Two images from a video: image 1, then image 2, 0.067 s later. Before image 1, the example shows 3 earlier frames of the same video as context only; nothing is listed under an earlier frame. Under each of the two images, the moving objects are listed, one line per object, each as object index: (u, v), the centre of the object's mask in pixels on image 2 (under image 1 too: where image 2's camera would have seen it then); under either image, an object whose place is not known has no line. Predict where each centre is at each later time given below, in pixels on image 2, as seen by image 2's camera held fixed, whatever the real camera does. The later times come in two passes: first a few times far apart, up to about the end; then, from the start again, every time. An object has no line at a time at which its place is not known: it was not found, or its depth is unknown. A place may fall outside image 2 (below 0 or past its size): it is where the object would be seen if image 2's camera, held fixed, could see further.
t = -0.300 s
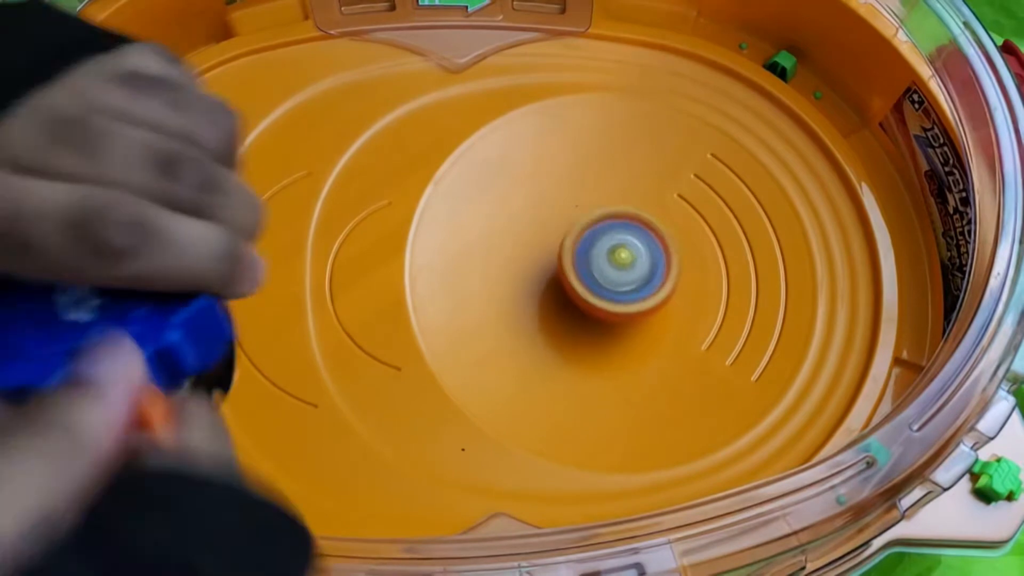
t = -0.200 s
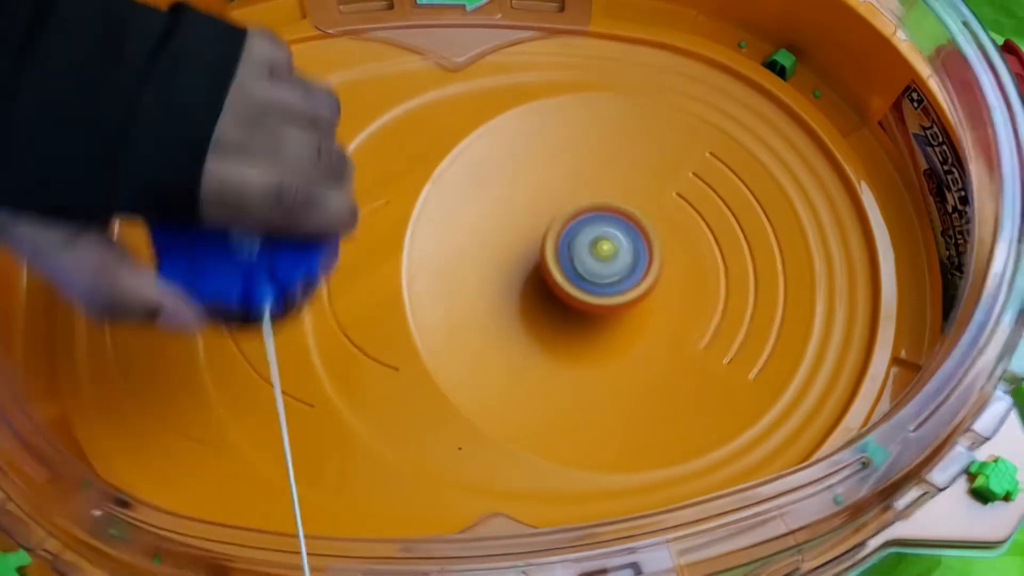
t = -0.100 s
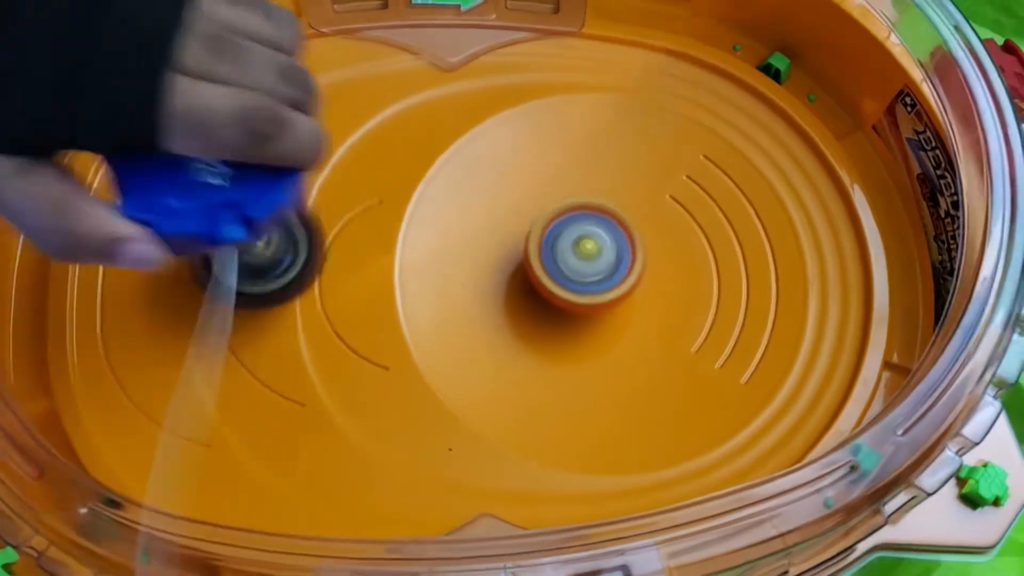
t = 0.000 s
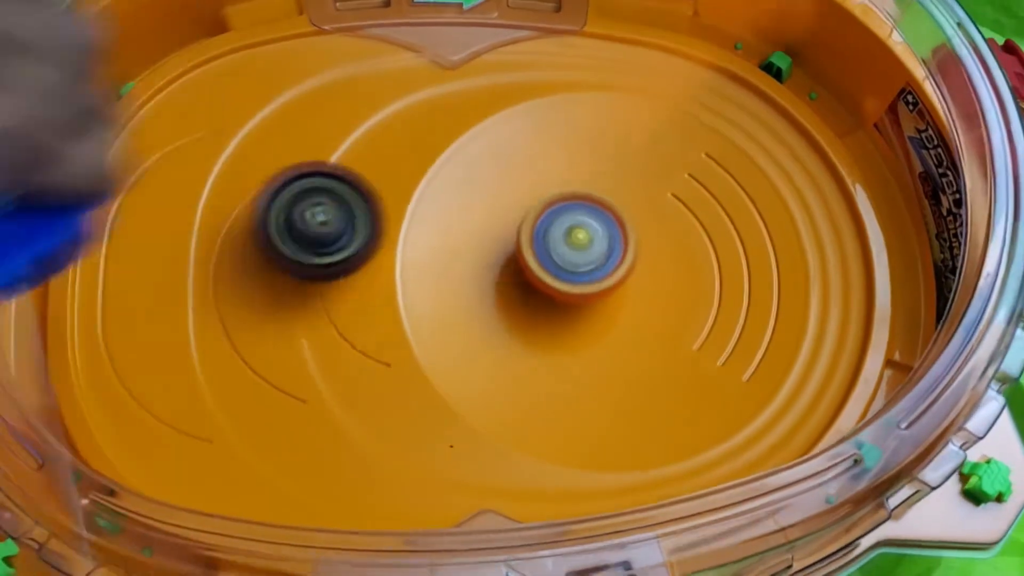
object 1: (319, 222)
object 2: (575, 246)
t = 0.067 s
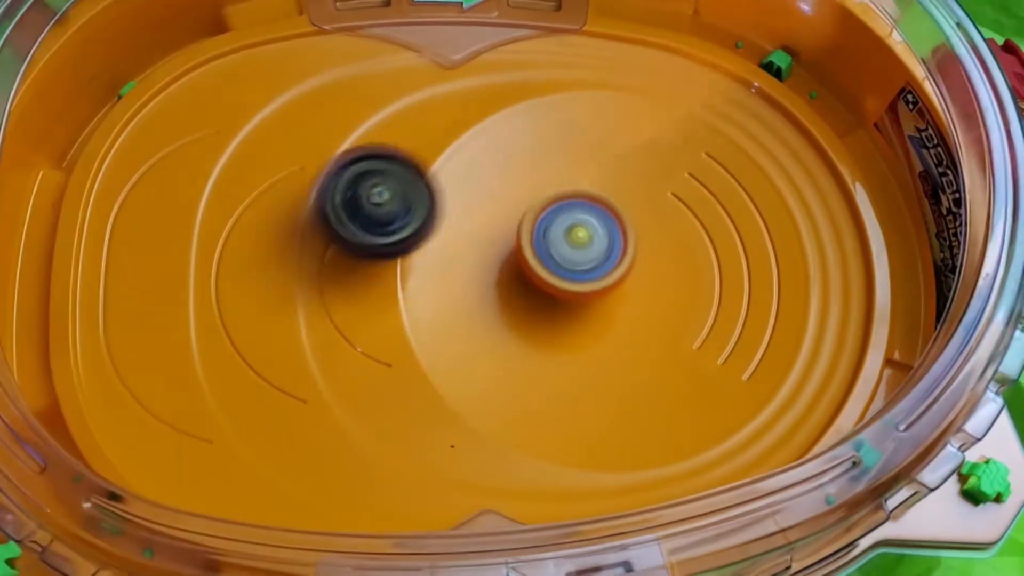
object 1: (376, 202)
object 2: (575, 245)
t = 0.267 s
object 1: (544, 135)
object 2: (623, 285)
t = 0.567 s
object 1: (596, 121)
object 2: (646, 245)
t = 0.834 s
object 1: (510, 139)
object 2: (624, 234)
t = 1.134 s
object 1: (581, 310)
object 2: (719, 292)
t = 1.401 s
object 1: (638, 284)
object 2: (755, 219)
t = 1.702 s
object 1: (549, 225)
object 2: (699, 186)
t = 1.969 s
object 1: (579, 322)
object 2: (640, 217)
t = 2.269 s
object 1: (712, 312)
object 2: (637, 180)
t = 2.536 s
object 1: (748, 277)
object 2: (468, 119)
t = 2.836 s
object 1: (579, 284)
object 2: (360, 156)
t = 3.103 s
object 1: (551, 370)
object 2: (363, 173)
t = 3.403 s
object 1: (647, 302)
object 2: (378, 177)
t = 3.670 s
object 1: (537, 167)
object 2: (378, 180)
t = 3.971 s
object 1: (498, 246)
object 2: (368, 180)
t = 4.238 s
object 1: (668, 213)
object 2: (483, 233)
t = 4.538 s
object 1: (600, 86)
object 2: (640, 288)
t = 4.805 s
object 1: (516, 250)
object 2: (648, 266)
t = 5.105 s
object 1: (601, 363)
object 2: (659, 260)
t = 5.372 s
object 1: (695, 384)
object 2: (666, 167)
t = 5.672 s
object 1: (562, 270)
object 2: (586, 138)
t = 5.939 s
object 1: (484, 353)
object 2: (571, 192)
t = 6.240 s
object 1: (645, 338)
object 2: (597, 176)
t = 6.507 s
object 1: (642, 277)
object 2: (599, 136)
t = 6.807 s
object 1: (566, 301)
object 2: (592, 184)
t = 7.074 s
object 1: (599, 367)
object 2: (626, 209)
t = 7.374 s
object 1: (619, 427)
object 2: (663, 124)
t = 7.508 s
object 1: (649, 411)
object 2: (647, 144)
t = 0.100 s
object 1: (407, 185)
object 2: (576, 246)
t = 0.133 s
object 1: (440, 174)
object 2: (579, 248)
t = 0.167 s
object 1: (474, 168)
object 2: (583, 250)
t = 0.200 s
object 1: (504, 159)
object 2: (593, 258)
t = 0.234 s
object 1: (525, 145)
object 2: (609, 274)
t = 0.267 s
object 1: (544, 135)
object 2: (623, 285)
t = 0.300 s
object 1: (560, 127)
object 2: (634, 294)
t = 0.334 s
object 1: (574, 122)
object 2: (643, 299)
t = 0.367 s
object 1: (586, 119)
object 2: (651, 299)
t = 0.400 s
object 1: (594, 117)
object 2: (656, 296)
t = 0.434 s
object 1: (599, 116)
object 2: (658, 290)
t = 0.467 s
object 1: (602, 117)
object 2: (659, 281)
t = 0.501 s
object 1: (602, 117)
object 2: (657, 269)
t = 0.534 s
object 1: (600, 119)
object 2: (653, 257)
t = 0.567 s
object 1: (596, 121)
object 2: (646, 245)
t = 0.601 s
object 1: (590, 123)
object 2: (639, 235)
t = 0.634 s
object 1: (582, 116)
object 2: (634, 235)
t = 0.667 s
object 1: (571, 108)
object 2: (630, 236)
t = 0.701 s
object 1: (558, 101)
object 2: (626, 237)
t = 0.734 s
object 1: (544, 99)
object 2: (623, 237)
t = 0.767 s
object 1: (530, 104)
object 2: (621, 236)
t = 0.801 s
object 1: (517, 117)
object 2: (621, 235)
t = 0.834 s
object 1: (510, 139)
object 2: (624, 234)
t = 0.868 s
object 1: (511, 164)
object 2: (628, 234)
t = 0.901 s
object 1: (516, 193)
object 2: (635, 240)
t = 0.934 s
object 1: (504, 210)
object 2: (664, 255)
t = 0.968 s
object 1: (501, 227)
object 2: (689, 270)
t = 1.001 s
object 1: (503, 245)
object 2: (706, 280)
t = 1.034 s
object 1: (513, 265)
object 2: (717, 289)
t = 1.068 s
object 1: (530, 282)
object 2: (723, 293)
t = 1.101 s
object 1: (553, 299)
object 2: (724, 294)
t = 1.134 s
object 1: (581, 310)
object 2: (719, 292)
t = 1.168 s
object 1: (594, 318)
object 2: (732, 289)
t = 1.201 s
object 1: (597, 323)
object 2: (752, 281)
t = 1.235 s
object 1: (602, 325)
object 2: (764, 272)
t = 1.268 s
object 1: (609, 323)
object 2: (767, 262)
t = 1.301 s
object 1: (617, 318)
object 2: (766, 251)
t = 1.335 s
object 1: (628, 309)
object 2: (761, 240)
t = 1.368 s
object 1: (639, 295)
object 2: (754, 231)
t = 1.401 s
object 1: (638, 284)
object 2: (755, 219)
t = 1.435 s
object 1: (631, 274)
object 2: (758, 205)
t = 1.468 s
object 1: (628, 263)
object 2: (755, 197)
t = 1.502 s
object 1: (628, 250)
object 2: (748, 190)
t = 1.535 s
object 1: (625, 236)
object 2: (741, 187)
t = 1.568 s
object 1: (611, 227)
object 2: (737, 182)
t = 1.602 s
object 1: (595, 221)
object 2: (731, 179)
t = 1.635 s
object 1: (578, 218)
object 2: (721, 180)
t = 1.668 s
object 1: (563, 219)
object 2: (710, 182)
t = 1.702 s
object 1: (549, 225)
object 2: (699, 186)
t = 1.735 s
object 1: (538, 235)
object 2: (690, 189)
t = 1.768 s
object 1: (529, 247)
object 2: (683, 192)
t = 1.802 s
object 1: (525, 262)
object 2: (675, 195)
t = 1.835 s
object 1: (526, 278)
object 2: (666, 201)
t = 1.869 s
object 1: (533, 292)
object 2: (660, 207)
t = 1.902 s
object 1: (544, 305)
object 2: (653, 211)
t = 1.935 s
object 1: (559, 315)
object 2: (646, 214)
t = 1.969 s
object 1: (579, 322)
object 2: (640, 217)
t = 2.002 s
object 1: (597, 329)
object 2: (638, 218)
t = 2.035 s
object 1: (614, 334)
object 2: (639, 217)
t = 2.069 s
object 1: (633, 335)
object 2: (640, 218)
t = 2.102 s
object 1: (649, 333)
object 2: (642, 217)
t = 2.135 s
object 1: (664, 329)
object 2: (643, 215)
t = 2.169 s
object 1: (678, 331)
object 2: (644, 203)
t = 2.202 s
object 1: (691, 331)
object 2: (643, 191)
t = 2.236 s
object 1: (702, 325)
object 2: (641, 183)
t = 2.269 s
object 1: (712, 312)
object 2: (637, 180)
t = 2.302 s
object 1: (718, 293)
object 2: (633, 179)
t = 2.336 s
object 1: (719, 271)
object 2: (628, 182)
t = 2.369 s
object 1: (729, 268)
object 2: (607, 172)
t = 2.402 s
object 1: (745, 276)
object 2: (579, 151)
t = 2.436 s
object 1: (754, 281)
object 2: (552, 136)
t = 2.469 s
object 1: (757, 283)
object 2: (525, 124)
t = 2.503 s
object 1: (755, 281)
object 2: (497, 120)
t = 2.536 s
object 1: (748, 277)
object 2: (468, 119)
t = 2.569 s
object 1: (736, 272)
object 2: (443, 125)
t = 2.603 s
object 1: (720, 266)
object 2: (422, 133)
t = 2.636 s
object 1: (702, 261)
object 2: (404, 141)
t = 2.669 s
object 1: (683, 258)
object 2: (391, 145)
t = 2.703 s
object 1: (661, 258)
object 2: (383, 149)
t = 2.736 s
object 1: (641, 261)
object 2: (376, 150)
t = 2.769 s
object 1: (618, 266)
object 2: (370, 152)
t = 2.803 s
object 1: (598, 273)
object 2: (365, 154)
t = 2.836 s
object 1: (579, 284)
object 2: (360, 156)
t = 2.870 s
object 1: (563, 294)
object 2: (356, 159)
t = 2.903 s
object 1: (550, 304)
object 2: (352, 162)
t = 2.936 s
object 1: (542, 314)
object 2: (353, 166)
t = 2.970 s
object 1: (538, 325)
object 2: (354, 169)
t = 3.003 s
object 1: (537, 336)
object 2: (356, 172)
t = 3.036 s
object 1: (539, 347)
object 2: (359, 173)
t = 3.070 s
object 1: (544, 359)
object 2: (361, 174)
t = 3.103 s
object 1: (551, 370)
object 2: (363, 173)
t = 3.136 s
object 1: (561, 383)
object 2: (364, 173)
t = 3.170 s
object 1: (574, 393)
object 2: (367, 173)
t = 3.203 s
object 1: (590, 399)
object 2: (370, 173)
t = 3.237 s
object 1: (608, 397)
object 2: (375, 175)
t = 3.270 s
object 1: (625, 388)
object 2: (378, 178)
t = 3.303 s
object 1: (639, 373)
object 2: (382, 176)
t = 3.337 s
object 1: (648, 351)
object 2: (382, 177)
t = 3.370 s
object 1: (649, 327)
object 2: (380, 179)
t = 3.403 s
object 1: (647, 302)
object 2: (378, 177)
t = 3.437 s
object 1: (639, 275)
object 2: (379, 178)
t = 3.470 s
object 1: (628, 250)
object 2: (380, 178)
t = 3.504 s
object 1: (614, 227)
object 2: (380, 179)
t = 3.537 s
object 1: (598, 207)
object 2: (378, 179)
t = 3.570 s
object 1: (583, 191)
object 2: (379, 179)
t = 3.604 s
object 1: (567, 179)
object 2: (380, 178)
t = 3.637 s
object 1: (552, 171)
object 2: (378, 180)
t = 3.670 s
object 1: (537, 167)
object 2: (378, 180)
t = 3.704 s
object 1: (522, 168)
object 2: (378, 179)
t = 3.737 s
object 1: (508, 171)
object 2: (377, 178)
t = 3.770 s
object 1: (500, 178)
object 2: (371, 182)
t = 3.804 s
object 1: (497, 187)
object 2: (364, 184)
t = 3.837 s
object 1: (494, 196)
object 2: (359, 186)
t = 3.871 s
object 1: (491, 208)
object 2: (359, 188)
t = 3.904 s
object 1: (490, 220)
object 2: (359, 187)
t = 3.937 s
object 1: (492, 234)
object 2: (362, 183)
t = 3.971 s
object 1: (498, 246)
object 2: (368, 180)
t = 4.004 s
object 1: (509, 258)
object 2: (376, 176)
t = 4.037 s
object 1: (526, 267)
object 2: (384, 175)
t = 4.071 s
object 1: (547, 271)
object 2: (391, 176)
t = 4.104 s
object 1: (570, 272)
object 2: (400, 177)
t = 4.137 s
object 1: (618, 258)
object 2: (424, 189)
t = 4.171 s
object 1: (637, 246)
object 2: (443, 202)
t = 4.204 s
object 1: (655, 231)
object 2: (462, 217)
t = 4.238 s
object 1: (668, 213)
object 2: (483, 233)
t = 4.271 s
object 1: (676, 194)
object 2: (503, 245)
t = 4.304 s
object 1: (681, 175)
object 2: (529, 257)
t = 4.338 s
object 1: (680, 156)
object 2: (556, 268)
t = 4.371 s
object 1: (675, 140)
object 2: (578, 277)
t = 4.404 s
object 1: (667, 124)
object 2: (598, 284)
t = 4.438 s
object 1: (655, 109)
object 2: (614, 287)
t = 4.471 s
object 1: (640, 98)
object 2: (626, 288)
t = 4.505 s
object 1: (621, 90)
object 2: (634, 289)
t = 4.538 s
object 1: (600, 86)
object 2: (640, 288)
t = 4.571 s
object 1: (580, 89)
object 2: (643, 286)
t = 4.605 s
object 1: (558, 99)
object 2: (644, 285)
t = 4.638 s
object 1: (539, 116)
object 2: (643, 283)
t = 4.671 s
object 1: (525, 138)
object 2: (643, 280)
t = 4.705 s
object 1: (515, 167)
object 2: (643, 276)
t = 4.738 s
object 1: (513, 196)
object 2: (642, 273)
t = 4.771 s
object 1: (514, 227)
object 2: (642, 268)
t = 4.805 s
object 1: (516, 250)
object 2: (648, 266)
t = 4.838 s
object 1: (504, 269)
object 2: (661, 272)
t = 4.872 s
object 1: (500, 287)
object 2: (671, 275)
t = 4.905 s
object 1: (502, 303)
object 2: (676, 277)
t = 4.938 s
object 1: (511, 318)
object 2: (677, 277)
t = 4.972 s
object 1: (522, 330)
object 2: (676, 276)
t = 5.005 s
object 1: (540, 342)
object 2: (673, 273)
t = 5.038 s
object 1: (556, 352)
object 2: (668, 270)
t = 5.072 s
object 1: (580, 358)
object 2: (663, 265)
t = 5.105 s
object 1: (601, 363)
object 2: (659, 260)
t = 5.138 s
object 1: (605, 385)
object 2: (672, 237)
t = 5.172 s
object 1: (611, 402)
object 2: (683, 212)
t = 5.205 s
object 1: (622, 414)
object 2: (687, 195)
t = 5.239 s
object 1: (636, 419)
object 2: (689, 180)
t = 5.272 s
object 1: (652, 420)
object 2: (687, 169)
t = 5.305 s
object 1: (671, 413)
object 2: (682, 164)
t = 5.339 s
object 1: (687, 402)
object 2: (674, 166)
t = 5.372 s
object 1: (695, 384)
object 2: (666, 167)
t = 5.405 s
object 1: (699, 360)
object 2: (657, 170)
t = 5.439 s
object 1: (696, 335)
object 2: (649, 175)
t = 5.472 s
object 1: (685, 308)
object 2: (642, 178)
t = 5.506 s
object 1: (671, 287)
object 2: (634, 178)
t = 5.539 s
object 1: (655, 282)
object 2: (624, 162)
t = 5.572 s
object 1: (634, 275)
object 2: (613, 151)
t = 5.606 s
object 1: (609, 272)
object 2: (604, 143)
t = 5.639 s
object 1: (585, 270)
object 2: (594, 139)
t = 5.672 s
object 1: (562, 270)
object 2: (586, 138)
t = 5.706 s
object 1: (540, 273)
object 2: (579, 142)
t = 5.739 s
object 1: (521, 278)
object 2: (575, 147)
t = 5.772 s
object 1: (505, 286)
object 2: (573, 154)
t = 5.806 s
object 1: (491, 297)
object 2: (570, 163)
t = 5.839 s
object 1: (481, 309)
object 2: (569, 170)
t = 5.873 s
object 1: (476, 324)
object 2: (570, 178)
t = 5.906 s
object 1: (477, 340)
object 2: (570, 185)
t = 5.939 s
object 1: (484, 353)
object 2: (571, 192)
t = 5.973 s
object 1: (498, 365)
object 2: (573, 199)
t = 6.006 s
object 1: (519, 371)
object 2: (574, 204)
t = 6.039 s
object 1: (542, 371)
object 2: (576, 210)
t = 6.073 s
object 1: (565, 360)
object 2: (579, 216)
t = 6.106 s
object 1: (586, 345)
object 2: (581, 221)
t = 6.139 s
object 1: (603, 336)
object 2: (583, 217)
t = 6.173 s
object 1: (617, 342)
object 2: (589, 197)
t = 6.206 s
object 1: (631, 343)
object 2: (593, 185)
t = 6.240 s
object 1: (645, 338)
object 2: (597, 176)
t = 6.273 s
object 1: (656, 328)
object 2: (601, 171)
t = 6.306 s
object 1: (664, 313)
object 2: (605, 170)
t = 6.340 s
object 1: (667, 297)
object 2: (607, 172)
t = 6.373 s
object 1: (666, 280)
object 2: (608, 173)
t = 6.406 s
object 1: (665, 281)
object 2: (606, 158)
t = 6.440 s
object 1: (660, 281)
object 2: (602, 144)
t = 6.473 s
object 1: (652, 279)
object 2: (600, 139)
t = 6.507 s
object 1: (642, 277)
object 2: (599, 136)
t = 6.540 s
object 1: (632, 276)
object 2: (598, 137)
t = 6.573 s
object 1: (621, 276)
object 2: (597, 141)
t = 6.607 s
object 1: (611, 277)
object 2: (596, 146)
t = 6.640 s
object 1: (600, 279)
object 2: (595, 152)
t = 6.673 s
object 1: (590, 283)
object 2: (594, 157)
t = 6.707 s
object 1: (581, 287)
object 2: (594, 166)
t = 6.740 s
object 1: (574, 291)
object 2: (594, 171)
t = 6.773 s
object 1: (569, 296)
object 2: (592, 178)
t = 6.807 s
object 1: (566, 301)
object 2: (592, 184)
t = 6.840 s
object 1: (566, 306)
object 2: (592, 194)
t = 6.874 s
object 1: (568, 310)
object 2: (593, 200)
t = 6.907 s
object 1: (564, 327)
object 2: (604, 196)
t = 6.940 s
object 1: (563, 340)
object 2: (611, 196)
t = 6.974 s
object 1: (567, 352)
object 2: (616, 197)
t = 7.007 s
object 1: (575, 360)
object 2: (622, 200)
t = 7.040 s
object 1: (585, 366)
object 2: (624, 204)
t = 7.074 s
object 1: (599, 367)
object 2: (626, 209)
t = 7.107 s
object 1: (612, 361)
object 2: (627, 214)
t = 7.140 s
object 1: (623, 351)
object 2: (628, 219)
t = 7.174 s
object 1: (630, 339)
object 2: (629, 225)
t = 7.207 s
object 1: (622, 360)
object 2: (640, 199)
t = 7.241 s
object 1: (619, 381)
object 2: (650, 172)
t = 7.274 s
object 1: (615, 395)
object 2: (658, 150)
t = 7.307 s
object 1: (614, 408)
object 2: (662, 135)
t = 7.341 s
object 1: (616, 419)
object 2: (664, 126)
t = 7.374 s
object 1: (619, 427)
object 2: (663, 124)
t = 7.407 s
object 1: (626, 433)
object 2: (662, 126)
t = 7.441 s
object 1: (635, 432)
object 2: (658, 130)
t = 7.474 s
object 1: (645, 424)
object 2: (654, 136)
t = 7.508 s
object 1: (649, 411)
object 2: (647, 144)
